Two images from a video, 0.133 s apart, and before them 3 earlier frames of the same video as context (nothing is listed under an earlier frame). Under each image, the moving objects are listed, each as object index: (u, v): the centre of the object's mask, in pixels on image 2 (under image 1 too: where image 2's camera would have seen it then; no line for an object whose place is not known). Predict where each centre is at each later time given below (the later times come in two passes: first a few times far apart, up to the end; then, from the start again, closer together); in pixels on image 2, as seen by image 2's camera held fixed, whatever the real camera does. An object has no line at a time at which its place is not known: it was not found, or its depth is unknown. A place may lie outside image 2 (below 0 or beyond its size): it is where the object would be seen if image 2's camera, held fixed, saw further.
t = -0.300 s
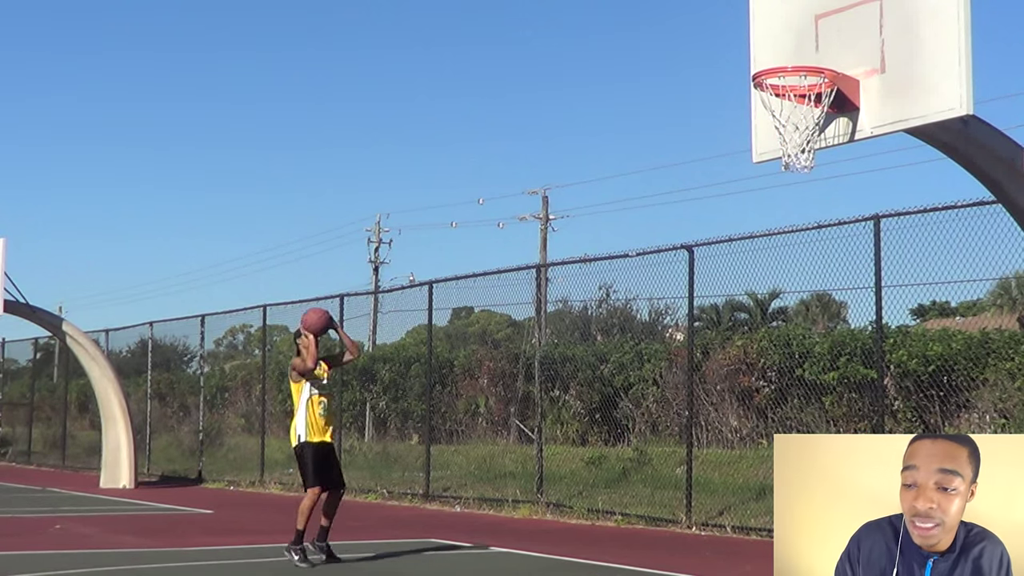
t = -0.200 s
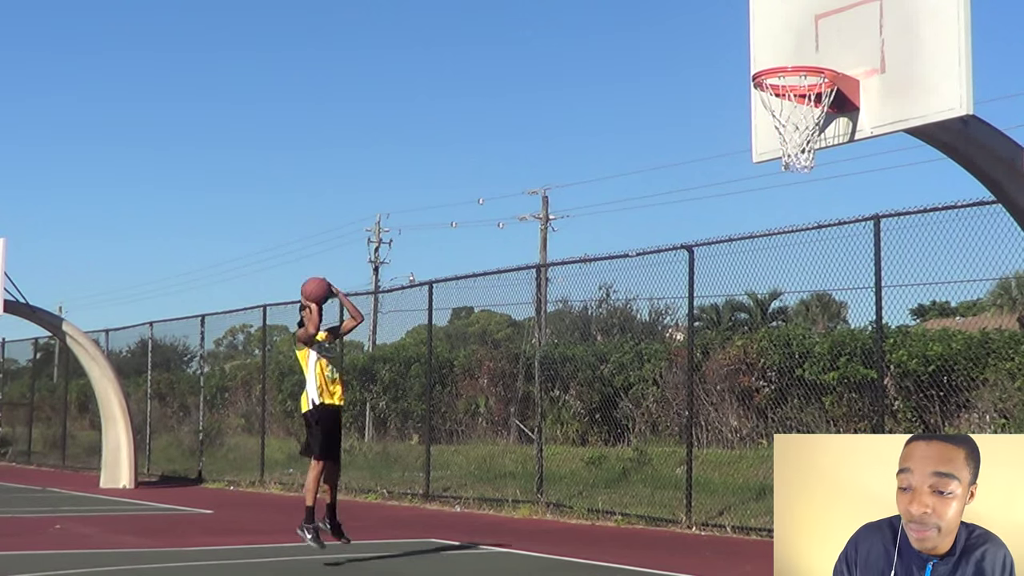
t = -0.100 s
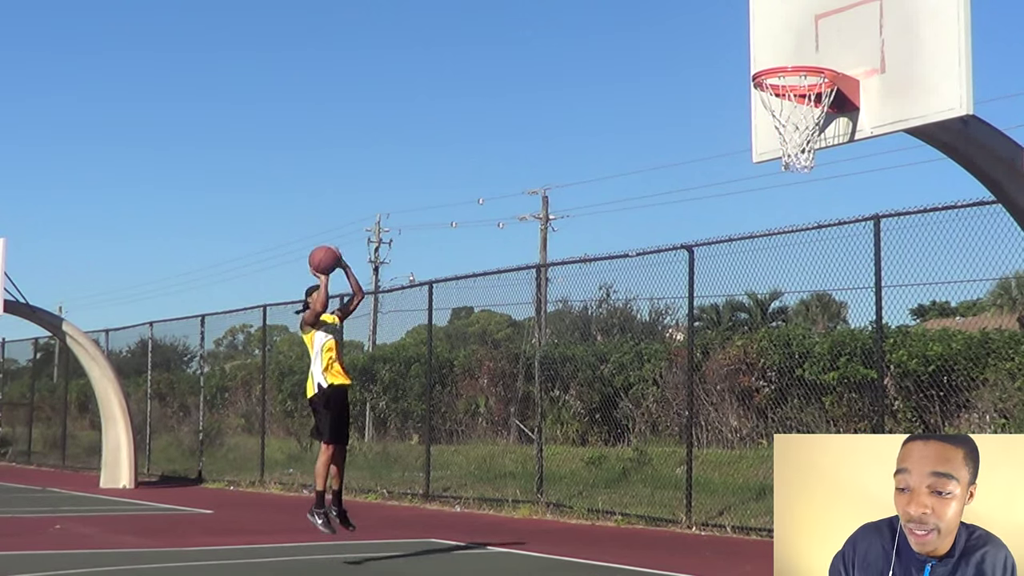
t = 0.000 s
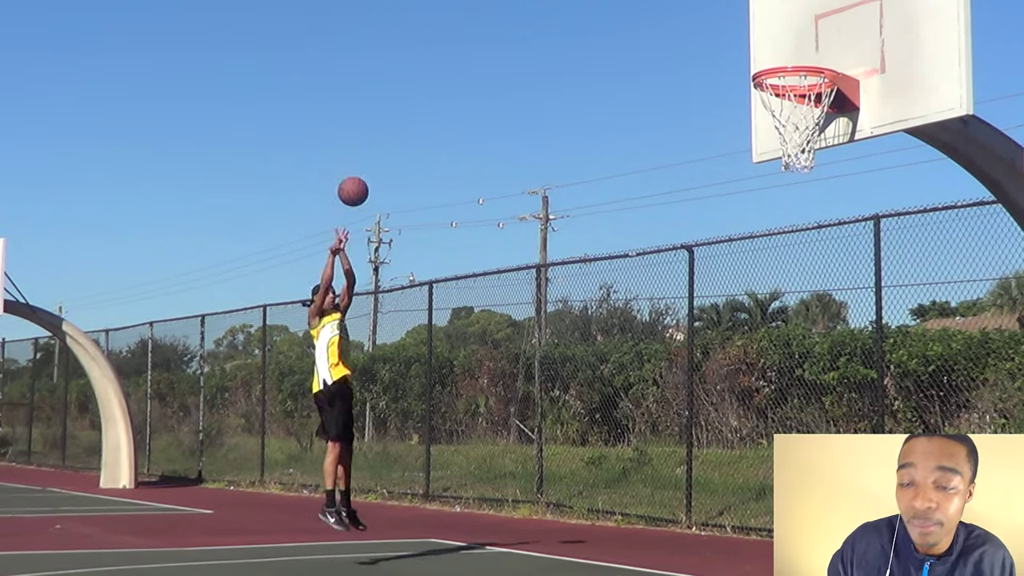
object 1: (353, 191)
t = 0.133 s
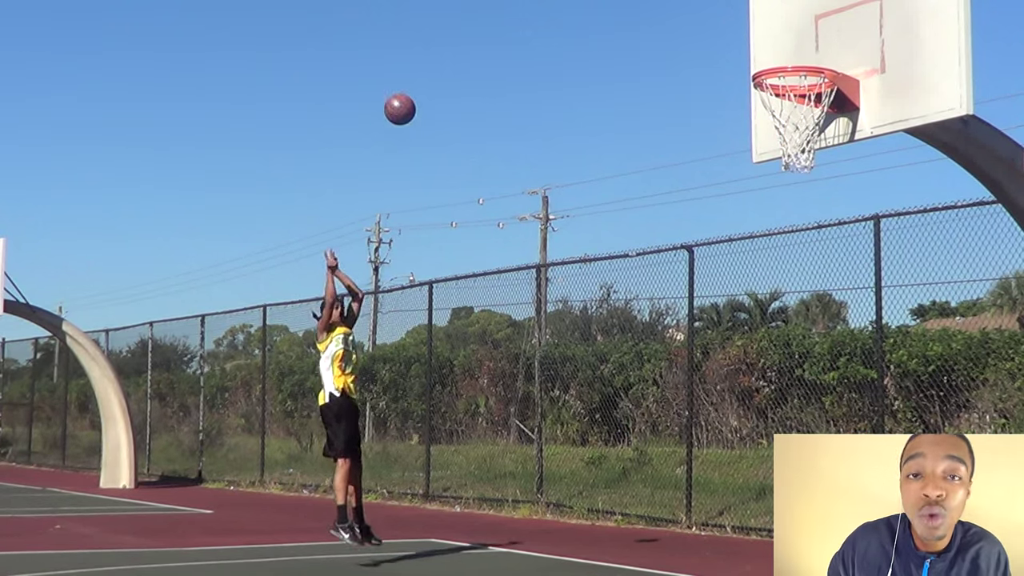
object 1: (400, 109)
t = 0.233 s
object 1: (436, 58)
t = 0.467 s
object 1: (529, 1)
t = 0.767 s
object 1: (667, 7)
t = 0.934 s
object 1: (751, 66)
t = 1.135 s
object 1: (715, 141)
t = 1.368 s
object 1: (651, 274)
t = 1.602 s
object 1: (596, 459)
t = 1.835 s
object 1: (554, 485)
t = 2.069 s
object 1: (523, 401)
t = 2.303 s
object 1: (492, 388)
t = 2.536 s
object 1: (463, 438)
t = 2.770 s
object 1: (435, 529)
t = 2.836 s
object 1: (429, 505)
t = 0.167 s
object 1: (411, 91)
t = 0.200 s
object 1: (424, 74)
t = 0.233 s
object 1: (436, 58)
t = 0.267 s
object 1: (449, 44)
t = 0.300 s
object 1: (462, 31)
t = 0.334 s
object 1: (475, 19)
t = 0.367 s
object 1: (488, 11)
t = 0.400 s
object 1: (501, 7)
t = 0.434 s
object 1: (515, 4)
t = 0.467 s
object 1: (529, 1)
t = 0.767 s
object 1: (667, 7)
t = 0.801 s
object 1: (683, 12)
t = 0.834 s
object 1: (701, 19)
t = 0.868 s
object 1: (718, 33)
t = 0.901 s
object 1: (736, 50)
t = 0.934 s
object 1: (751, 66)
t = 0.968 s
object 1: (755, 87)
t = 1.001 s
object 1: (749, 98)
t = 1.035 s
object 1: (744, 104)
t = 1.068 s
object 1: (735, 115)
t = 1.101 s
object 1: (724, 127)
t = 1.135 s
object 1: (715, 141)
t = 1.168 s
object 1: (705, 157)
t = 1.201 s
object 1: (695, 173)
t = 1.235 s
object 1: (686, 191)
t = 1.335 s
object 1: (659, 251)
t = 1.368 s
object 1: (651, 274)
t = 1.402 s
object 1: (642, 297)
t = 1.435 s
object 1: (634, 322)
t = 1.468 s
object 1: (625, 346)
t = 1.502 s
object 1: (618, 373)
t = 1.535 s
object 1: (610, 400)
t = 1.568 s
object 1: (602, 429)
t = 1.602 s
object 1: (596, 459)
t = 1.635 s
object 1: (588, 489)
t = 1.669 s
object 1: (582, 520)
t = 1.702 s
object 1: (574, 552)
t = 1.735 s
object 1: (569, 545)
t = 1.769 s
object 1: (565, 523)
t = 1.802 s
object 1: (559, 503)
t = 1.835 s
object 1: (554, 485)
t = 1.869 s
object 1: (550, 469)
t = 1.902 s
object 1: (545, 454)
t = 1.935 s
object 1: (541, 440)
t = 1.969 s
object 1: (536, 428)
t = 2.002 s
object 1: (531, 418)
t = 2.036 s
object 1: (526, 409)
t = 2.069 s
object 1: (523, 401)
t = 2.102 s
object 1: (518, 396)
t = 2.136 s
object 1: (513, 391)
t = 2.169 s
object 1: (509, 388)
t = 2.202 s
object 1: (505, 385)
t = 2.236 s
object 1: (500, 385)
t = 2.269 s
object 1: (496, 386)
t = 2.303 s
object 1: (492, 388)
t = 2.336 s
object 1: (488, 392)
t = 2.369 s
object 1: (483, 397)
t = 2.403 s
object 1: (479, 402)
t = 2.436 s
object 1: (475, 409)
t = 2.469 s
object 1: (471, 417)
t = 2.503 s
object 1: (467, 427)
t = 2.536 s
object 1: (463, 438)
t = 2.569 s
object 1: (459, 449)
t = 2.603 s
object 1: (454, 463)
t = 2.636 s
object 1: (450, 477)
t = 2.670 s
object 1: (446, 492)
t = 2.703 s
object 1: (443, 507)
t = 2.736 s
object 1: (438, 524)
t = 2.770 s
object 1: (435, 529)
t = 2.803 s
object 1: (432, 517)
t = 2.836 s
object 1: (429, 505)
